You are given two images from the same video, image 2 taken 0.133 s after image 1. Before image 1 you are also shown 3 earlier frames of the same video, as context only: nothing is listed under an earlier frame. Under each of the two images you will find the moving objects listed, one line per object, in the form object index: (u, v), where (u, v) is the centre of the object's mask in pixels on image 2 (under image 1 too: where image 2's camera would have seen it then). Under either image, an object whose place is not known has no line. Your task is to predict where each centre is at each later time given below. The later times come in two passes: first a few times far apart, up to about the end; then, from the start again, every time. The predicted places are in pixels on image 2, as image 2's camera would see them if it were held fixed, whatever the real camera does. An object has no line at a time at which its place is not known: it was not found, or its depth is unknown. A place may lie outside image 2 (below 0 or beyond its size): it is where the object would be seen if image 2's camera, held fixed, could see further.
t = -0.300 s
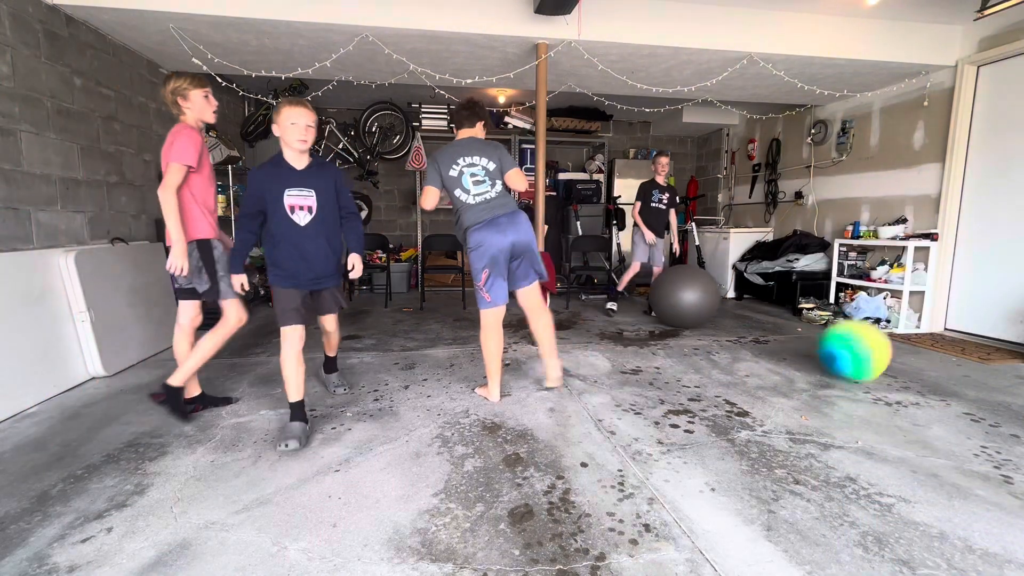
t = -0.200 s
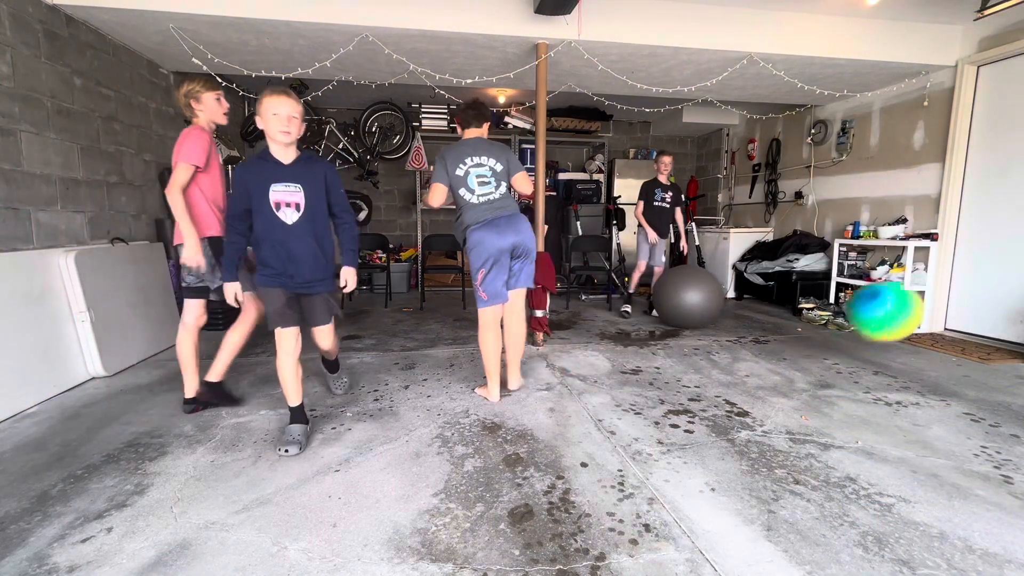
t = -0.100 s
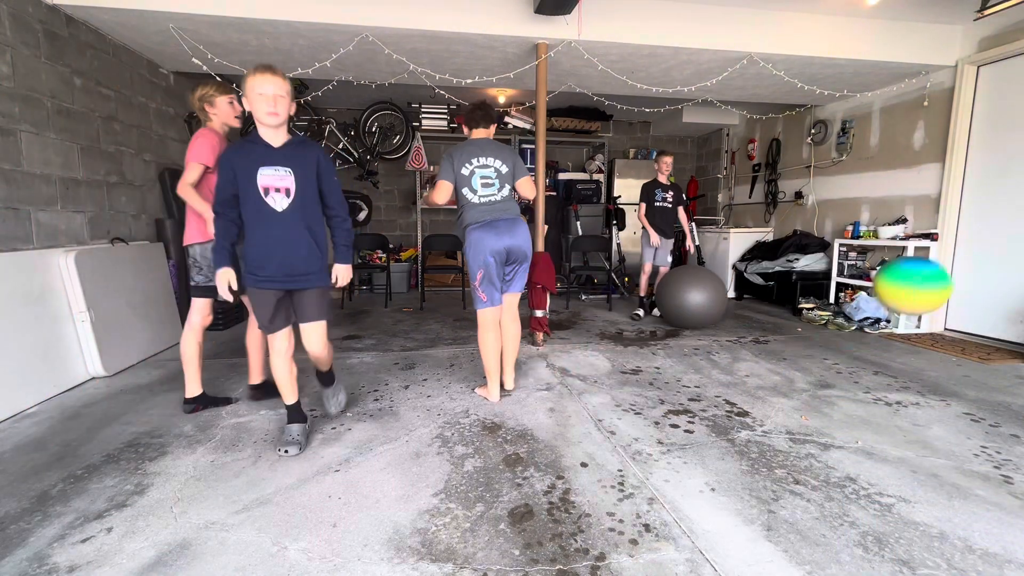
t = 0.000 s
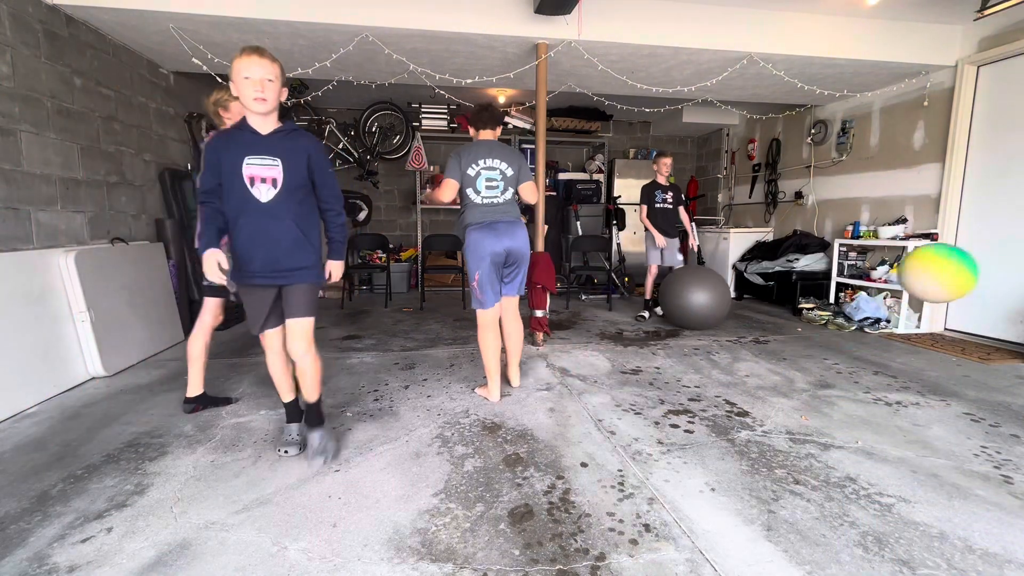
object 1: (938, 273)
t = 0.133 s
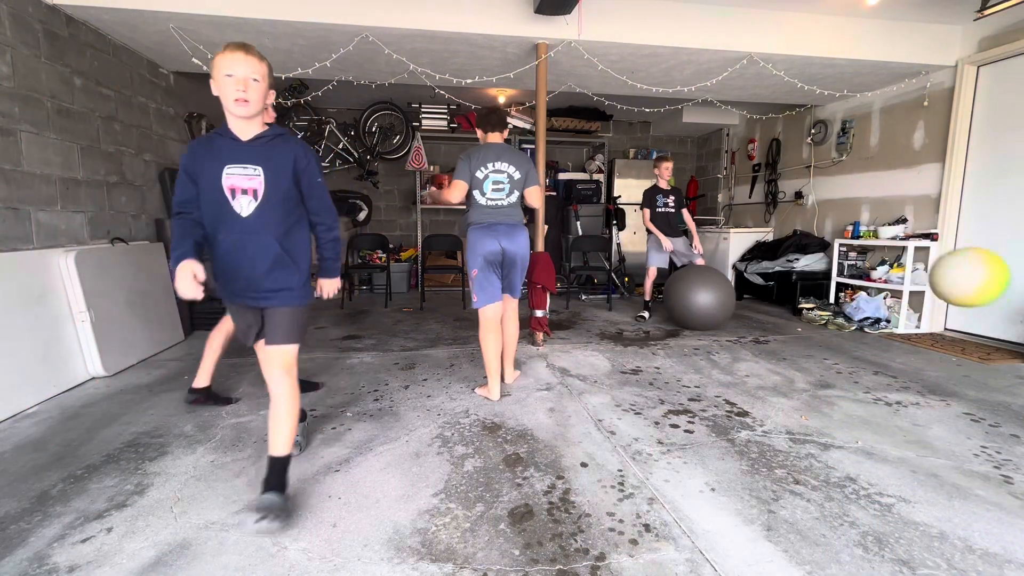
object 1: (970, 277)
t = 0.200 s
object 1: (984, 289)
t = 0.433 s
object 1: (993, 337)
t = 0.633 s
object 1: (967, 342)
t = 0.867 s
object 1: (935, 343)
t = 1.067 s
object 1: (906, 356)
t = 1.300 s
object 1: (869, 369)
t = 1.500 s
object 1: (842, 373)
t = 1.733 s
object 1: (812, 383)
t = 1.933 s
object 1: (783, 391)
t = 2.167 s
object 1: (744, 412)
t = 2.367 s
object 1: (712, 427)
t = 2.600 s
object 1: (675, 447)
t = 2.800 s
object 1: (640, 468)
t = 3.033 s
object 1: (584, 506)
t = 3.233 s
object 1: (523, 527)
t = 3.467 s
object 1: (442, 549)
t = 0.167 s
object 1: (977, 282)
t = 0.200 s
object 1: (984, 289)
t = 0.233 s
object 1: (989, 296)
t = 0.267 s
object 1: (993, 305)
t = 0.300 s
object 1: (997, 316)
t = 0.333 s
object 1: (999, 328)
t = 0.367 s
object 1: (999, 336)
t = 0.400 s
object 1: (996, 339)
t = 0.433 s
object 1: (993, 337)
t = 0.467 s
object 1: (990, 335)
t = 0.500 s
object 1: (987, 333)
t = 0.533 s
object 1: (984, 333)
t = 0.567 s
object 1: (978, 335)
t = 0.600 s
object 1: (973, 338)
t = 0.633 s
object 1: (967, 342)
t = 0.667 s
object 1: (961, 348)
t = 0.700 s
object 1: (956, 354)
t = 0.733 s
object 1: (952, 352)
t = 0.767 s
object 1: (948, 347)
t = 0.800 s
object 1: (944, 344)
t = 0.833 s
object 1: (940, 343)
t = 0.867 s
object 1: (935, 343)
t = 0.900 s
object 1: (931, 345)
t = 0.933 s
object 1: (926, 348)
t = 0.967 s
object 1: (920, 353)
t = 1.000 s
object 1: (915, 359)
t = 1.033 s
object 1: (910, 359)
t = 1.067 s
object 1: (906, 356)
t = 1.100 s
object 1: (901, 353)
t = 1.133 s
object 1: (896, 353)
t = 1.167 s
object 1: (891, 353)
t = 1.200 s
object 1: (886, 357)
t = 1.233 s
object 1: (880, 361)
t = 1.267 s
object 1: (874, 368)
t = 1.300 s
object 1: (869, 369)
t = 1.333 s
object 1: (865, 365)
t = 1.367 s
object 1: (861, 364)
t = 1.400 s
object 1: (856, 363)
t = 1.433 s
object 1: (852, 365)
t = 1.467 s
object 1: (847, 368)
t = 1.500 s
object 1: (842, 373)
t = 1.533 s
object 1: (837, 379)
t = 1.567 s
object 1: (833, 378)
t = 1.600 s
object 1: (829, 375)
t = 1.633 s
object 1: (825, 374)
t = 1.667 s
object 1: (821, 376)
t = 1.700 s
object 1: (817, 378)
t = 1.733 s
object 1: (812, 383)
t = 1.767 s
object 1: (807, 388)
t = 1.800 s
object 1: (802, 390)
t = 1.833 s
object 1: (798, 387)
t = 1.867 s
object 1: (794, 386)
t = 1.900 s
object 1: (789, 388)
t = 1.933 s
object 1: (783, 391)
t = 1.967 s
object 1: (778, 397)
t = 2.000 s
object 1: (772, 401)
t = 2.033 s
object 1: (767, 401)
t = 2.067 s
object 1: (762, 400)
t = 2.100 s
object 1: (756, 402)
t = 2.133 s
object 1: (750, 406)
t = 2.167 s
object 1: (744, 412)
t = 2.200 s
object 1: (739, 416)
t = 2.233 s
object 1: (734, 414)
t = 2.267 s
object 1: (729, 414)
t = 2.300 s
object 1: (723, 416)
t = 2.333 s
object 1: (718, 421)
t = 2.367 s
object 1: (712, 427)
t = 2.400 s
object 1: (706, 430)
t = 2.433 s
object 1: (702, 429)
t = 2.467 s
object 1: (697, 430)
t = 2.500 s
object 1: (691, 433)
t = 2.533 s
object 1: (686, 439)
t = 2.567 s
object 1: (680, 445)
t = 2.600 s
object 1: (675, 447)
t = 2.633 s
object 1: (670, 447)
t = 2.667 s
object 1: (665, 449)
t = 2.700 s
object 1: (659, 454)
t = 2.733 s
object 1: (653, 462)
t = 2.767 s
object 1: (647, 467)
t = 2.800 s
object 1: (640, 468)
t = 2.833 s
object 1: (633, 470)
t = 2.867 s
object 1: (626, 476)
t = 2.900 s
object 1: (618, 485)
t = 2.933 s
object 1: (610, 490)
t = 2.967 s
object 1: (602, 492)
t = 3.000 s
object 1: (593, 497)
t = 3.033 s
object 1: (584, 506)
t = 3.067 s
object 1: (574, 511)
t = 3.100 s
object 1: (565, 514)
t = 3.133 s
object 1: (555, 516)
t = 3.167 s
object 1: (544, 520)
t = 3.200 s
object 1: (534, 524)
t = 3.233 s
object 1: (523, 527)
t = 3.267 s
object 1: (512, 528)
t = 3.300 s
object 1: (501, 531)
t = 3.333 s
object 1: (490, 536)
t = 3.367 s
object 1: (478, 539)
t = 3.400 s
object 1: (466, 541)
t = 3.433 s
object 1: (454, 544)
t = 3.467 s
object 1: (442, 549)
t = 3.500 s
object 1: (430, 552)
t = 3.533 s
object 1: (418, 554)
